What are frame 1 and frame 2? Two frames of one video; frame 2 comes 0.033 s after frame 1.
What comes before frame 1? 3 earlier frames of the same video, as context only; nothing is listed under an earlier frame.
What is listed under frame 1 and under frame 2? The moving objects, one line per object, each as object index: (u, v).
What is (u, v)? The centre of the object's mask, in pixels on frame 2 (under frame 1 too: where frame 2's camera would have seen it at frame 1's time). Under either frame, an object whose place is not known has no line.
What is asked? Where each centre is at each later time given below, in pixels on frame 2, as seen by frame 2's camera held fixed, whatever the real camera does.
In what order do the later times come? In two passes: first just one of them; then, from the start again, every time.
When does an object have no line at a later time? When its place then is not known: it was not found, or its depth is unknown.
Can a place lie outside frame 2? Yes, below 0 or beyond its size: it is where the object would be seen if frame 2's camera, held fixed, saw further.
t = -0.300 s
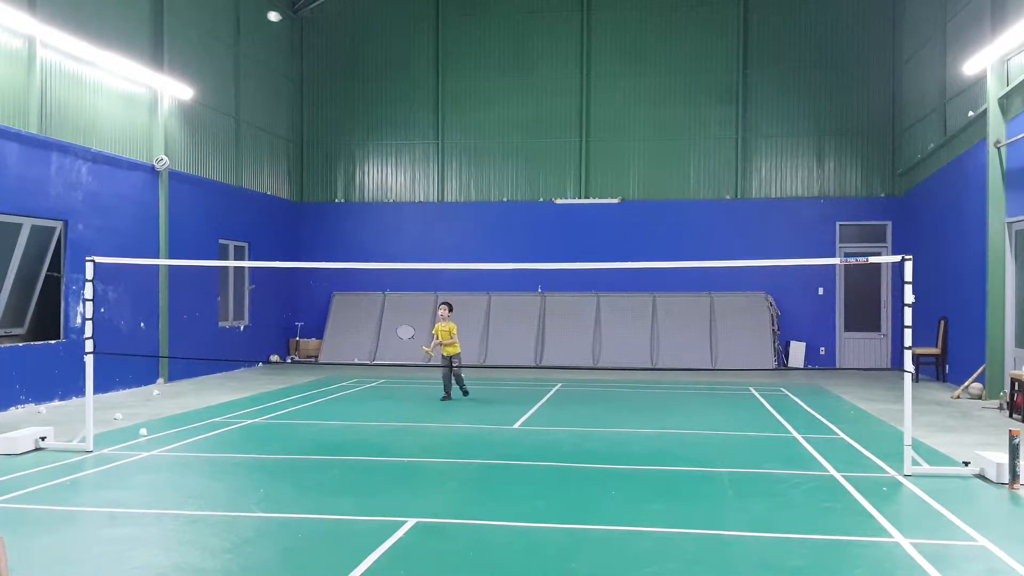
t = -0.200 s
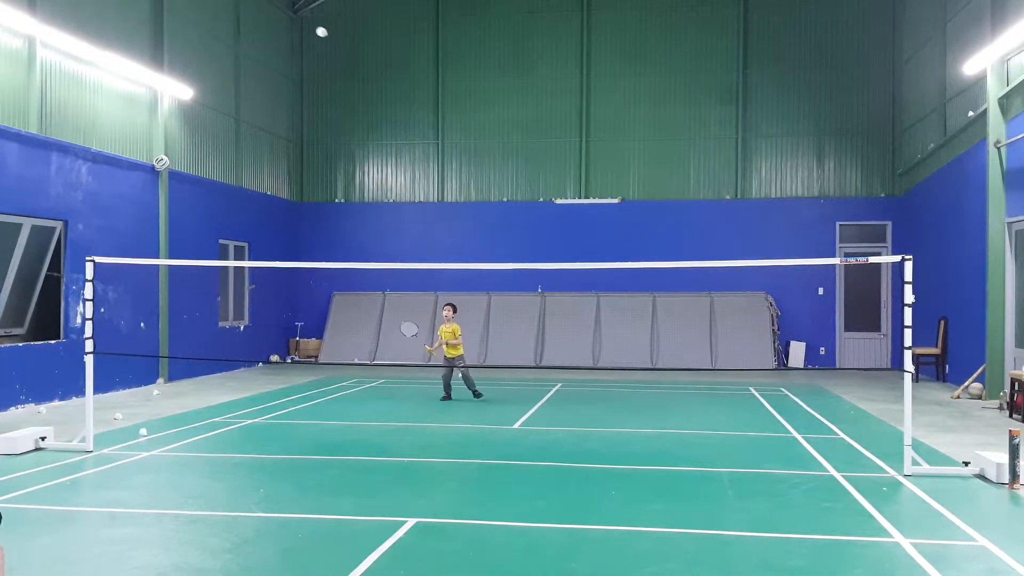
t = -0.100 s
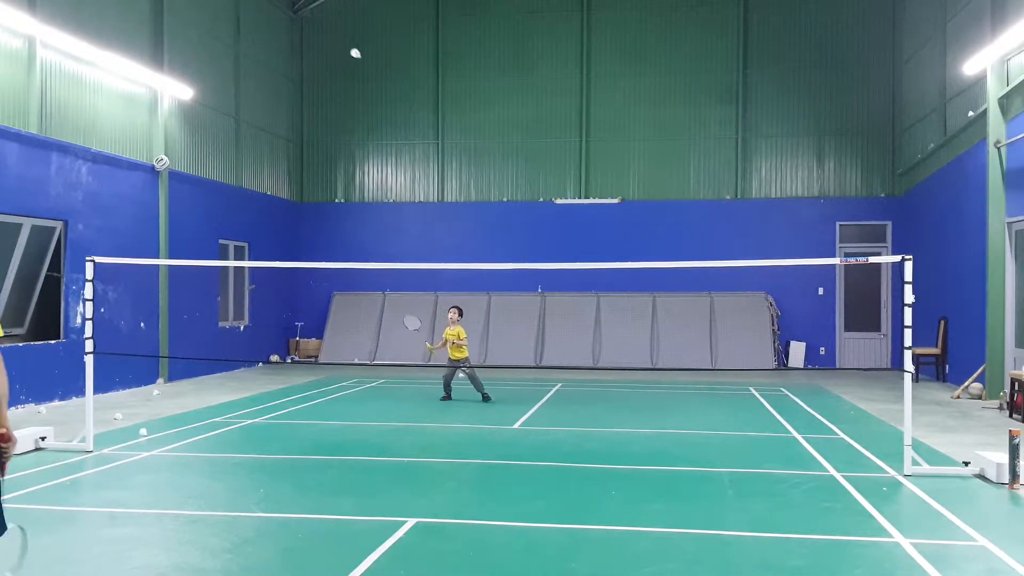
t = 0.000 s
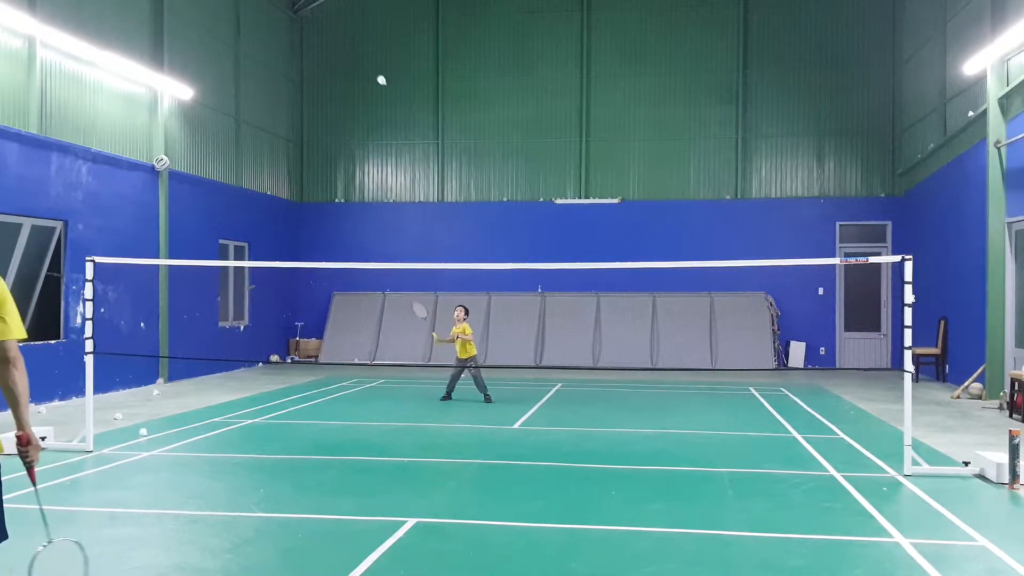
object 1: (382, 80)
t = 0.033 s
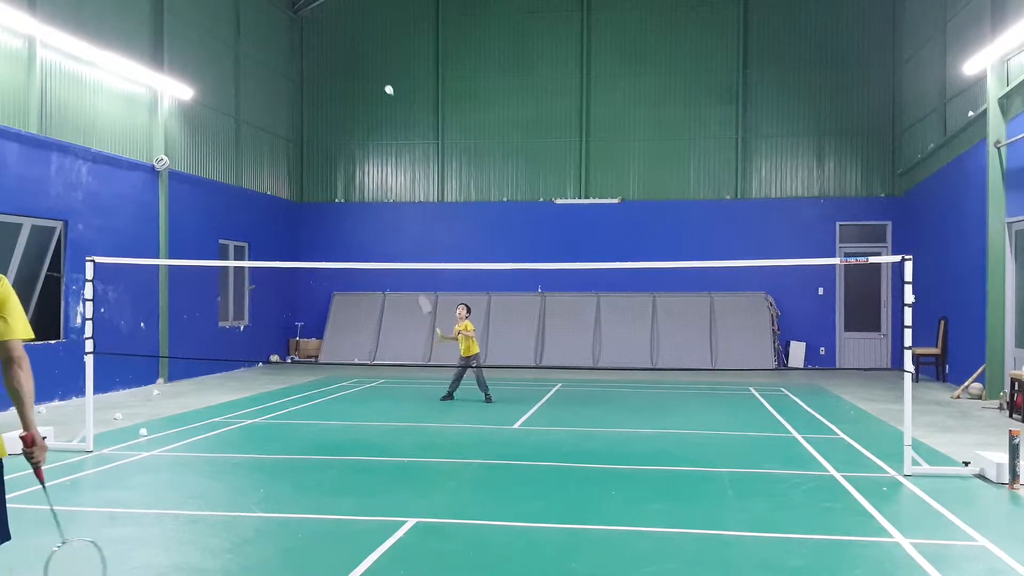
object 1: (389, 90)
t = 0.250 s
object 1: (427, 161)
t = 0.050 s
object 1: (393, 95)
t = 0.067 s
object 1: (396, 100)
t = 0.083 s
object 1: (399, 105)
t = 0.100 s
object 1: (403, 110)
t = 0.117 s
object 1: (405, 115)
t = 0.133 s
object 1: (409, 121)
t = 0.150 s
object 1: (411, 126)
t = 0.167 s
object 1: (414, 132)
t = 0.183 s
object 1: (417, 138)
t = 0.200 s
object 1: (419, 144)
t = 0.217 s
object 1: (422, 150)
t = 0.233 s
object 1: (424, 155)
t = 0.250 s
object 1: (427, 161)
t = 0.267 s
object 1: (429, 167)
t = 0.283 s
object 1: (431, 174)
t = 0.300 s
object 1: (433, 180)
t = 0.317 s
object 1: (435, 186)
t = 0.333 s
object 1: (437, 192)
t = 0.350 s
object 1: (440, 199)
